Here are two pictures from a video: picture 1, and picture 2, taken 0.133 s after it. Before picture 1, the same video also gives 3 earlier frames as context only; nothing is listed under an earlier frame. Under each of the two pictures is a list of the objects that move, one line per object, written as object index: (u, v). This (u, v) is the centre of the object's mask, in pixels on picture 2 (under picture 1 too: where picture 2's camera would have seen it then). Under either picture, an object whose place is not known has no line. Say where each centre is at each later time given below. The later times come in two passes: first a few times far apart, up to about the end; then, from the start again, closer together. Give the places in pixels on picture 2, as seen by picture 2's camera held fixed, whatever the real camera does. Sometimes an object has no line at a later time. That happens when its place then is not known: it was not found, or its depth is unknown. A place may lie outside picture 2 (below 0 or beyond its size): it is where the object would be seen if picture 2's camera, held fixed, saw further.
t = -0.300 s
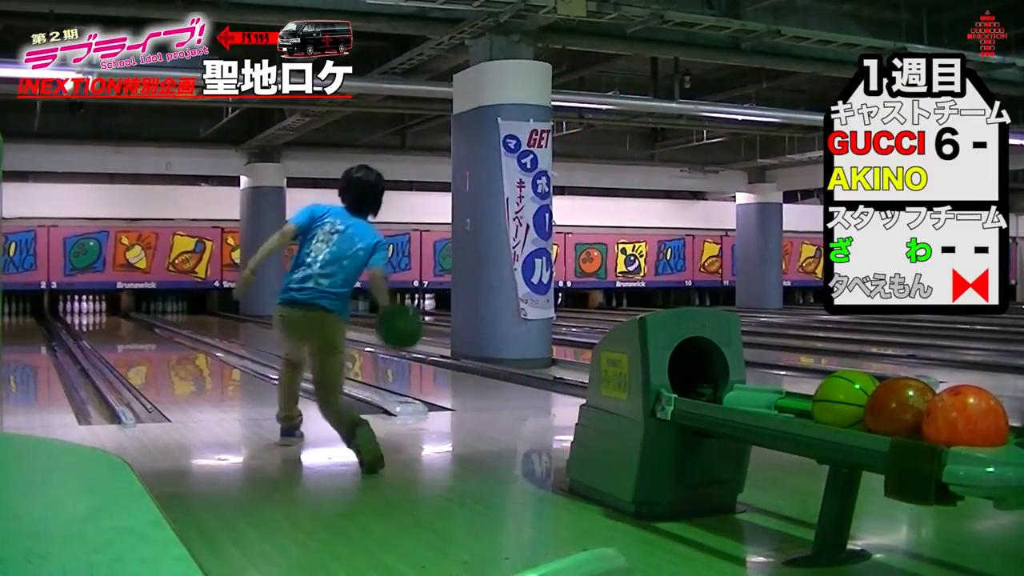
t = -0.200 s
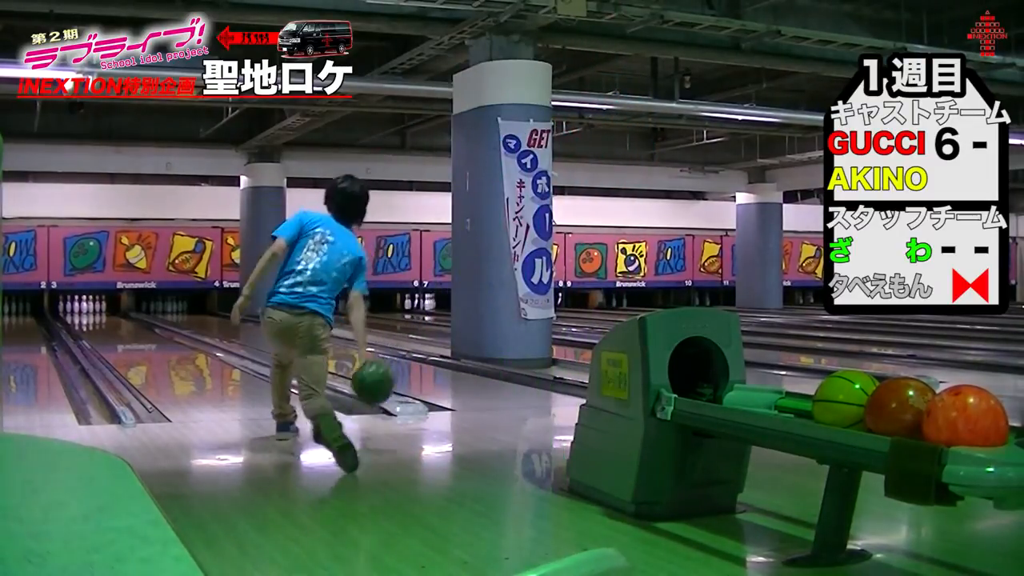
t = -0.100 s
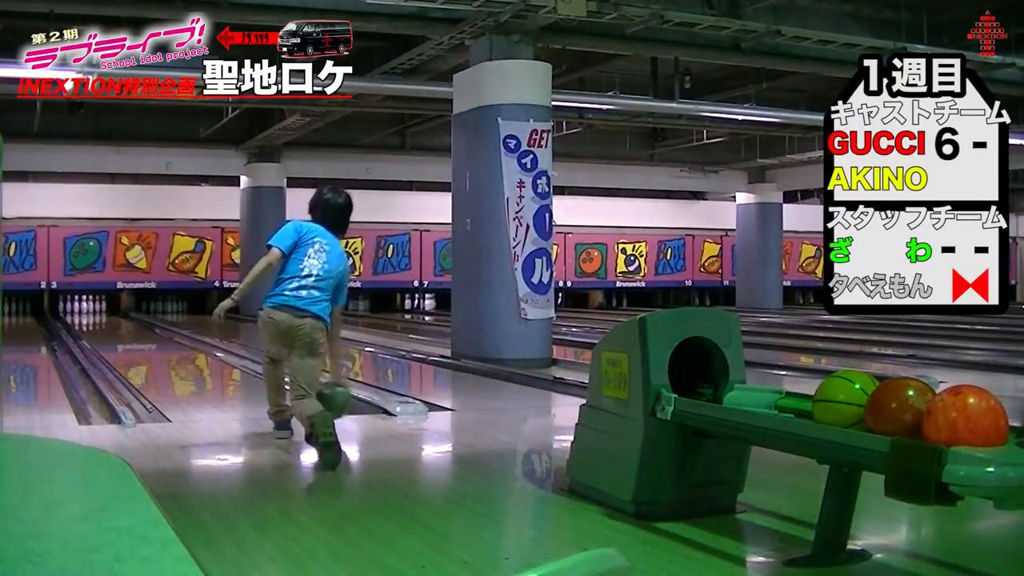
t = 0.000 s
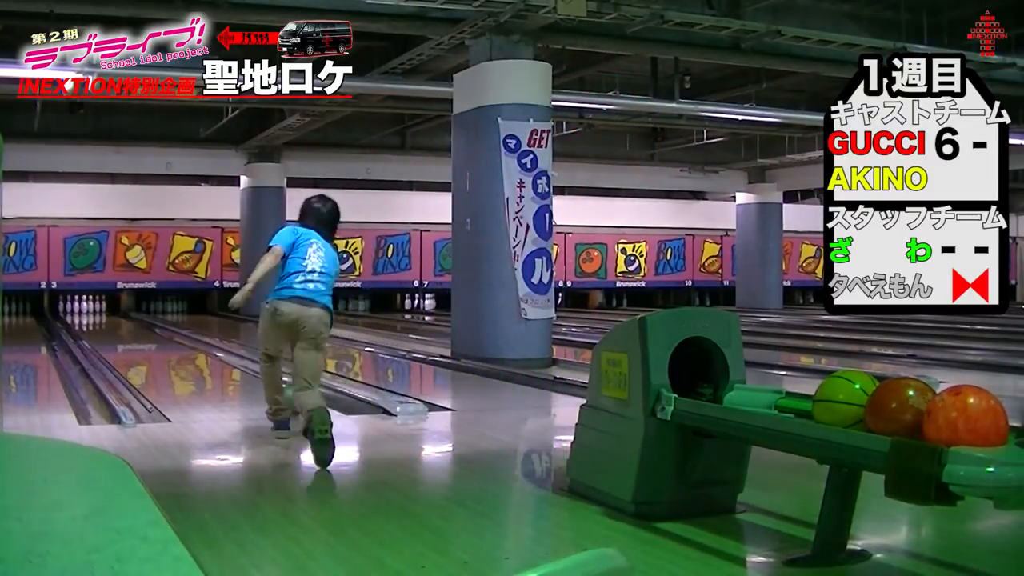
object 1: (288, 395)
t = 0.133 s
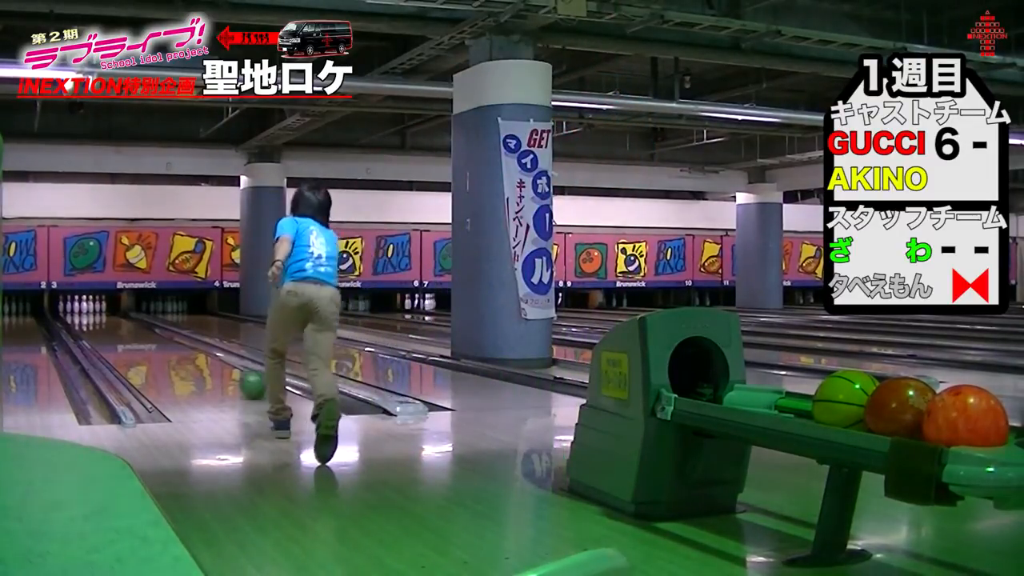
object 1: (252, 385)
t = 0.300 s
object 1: (217, 370)
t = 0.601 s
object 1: (168, 351)
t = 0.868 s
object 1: (139, 339)
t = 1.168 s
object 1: (117, 330)
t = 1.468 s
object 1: (98, 324)
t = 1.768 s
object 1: (83, 319)
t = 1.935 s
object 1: (77, 316)
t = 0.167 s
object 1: (245, 381)
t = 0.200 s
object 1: (238, 378)
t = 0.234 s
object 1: (231, 375)
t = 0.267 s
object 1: (224, 372)
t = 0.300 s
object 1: (217, 370)
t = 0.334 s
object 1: (210, 368)
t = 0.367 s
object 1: (204, 365)
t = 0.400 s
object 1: (198, 363)
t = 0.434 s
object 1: (192, 360)
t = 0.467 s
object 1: (188, 359)
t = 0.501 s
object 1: (182, 357)
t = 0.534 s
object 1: (177, 355)
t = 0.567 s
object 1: (173, 353)
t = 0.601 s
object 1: (168, 351)
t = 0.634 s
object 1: (164, 349)
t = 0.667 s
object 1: (161, 349)
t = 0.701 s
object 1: (157, 347)
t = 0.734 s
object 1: (153, 345)
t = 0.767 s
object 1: (149, 344)
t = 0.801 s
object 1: (145, 343)
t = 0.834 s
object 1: (142, 341)
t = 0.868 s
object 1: (139, 339)
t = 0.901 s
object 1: (136, 339)
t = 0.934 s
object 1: (134, 338)
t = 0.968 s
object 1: (132, 337)
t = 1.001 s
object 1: (128, 335)
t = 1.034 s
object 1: (126, 334)
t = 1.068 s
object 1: (125, 333)
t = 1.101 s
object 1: (121, 333)
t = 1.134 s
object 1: (119, 332)
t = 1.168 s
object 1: (117, 330)
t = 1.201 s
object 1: (114, 330)
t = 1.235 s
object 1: (112, 330)
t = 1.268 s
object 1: (111, 329)
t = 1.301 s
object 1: (109, 328)
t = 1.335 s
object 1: (106, 328)
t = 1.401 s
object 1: (101, 326)
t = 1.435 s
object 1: (100, 326)
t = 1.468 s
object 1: (98, 324)
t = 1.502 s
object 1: (95, 325)
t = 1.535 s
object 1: (95, 323)
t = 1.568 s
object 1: (94, 322)
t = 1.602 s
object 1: (90, 321)
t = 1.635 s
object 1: (89, 320)
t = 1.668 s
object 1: (87, 321)
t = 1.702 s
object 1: (87, 321)
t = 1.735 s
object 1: (87, 321)
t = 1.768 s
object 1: (83, 319)
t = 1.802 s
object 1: (82, 318)
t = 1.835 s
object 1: (81, 318)
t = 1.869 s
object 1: (79, 317)
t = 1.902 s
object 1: (78, 317)
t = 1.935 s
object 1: (77, 316)
